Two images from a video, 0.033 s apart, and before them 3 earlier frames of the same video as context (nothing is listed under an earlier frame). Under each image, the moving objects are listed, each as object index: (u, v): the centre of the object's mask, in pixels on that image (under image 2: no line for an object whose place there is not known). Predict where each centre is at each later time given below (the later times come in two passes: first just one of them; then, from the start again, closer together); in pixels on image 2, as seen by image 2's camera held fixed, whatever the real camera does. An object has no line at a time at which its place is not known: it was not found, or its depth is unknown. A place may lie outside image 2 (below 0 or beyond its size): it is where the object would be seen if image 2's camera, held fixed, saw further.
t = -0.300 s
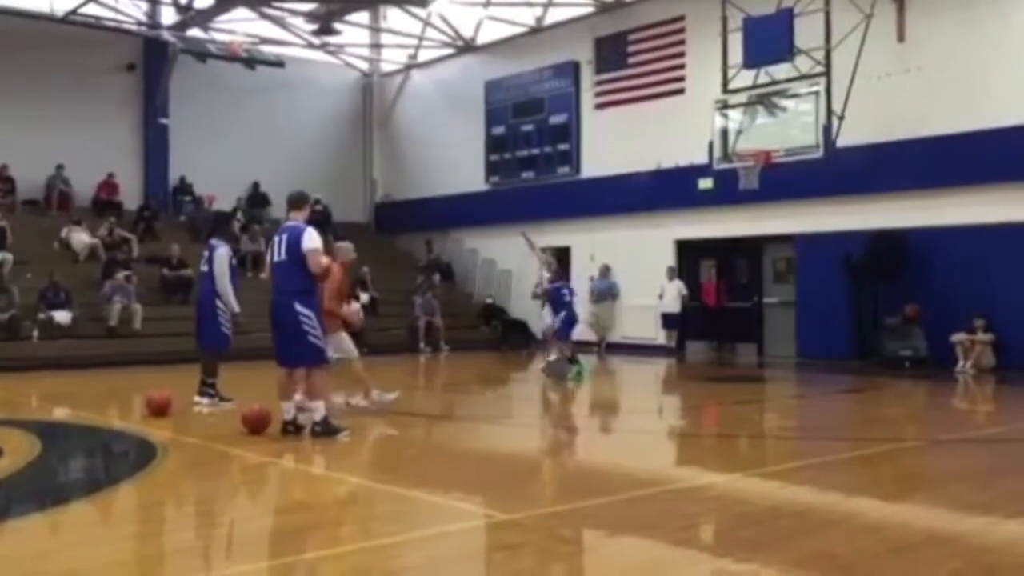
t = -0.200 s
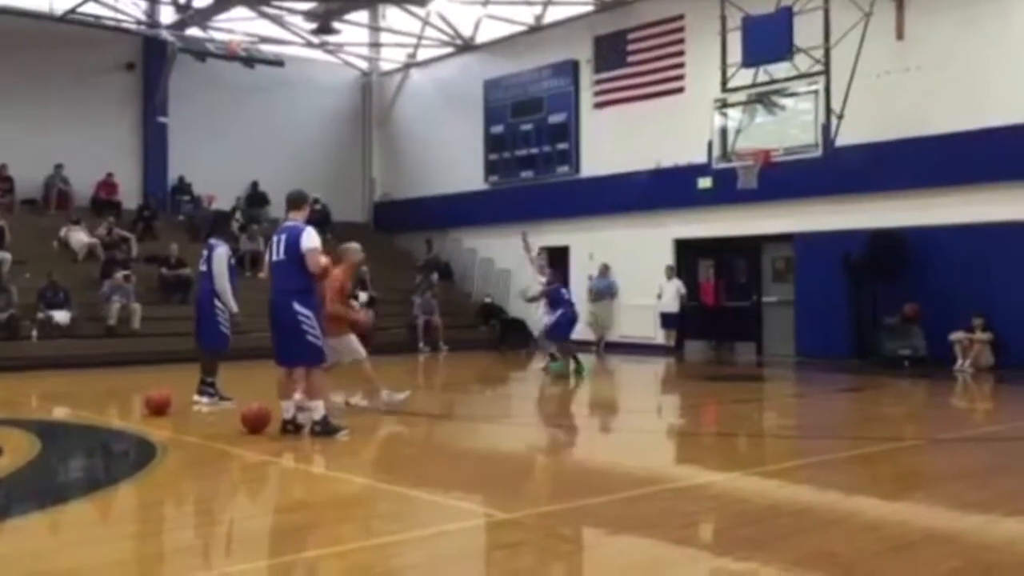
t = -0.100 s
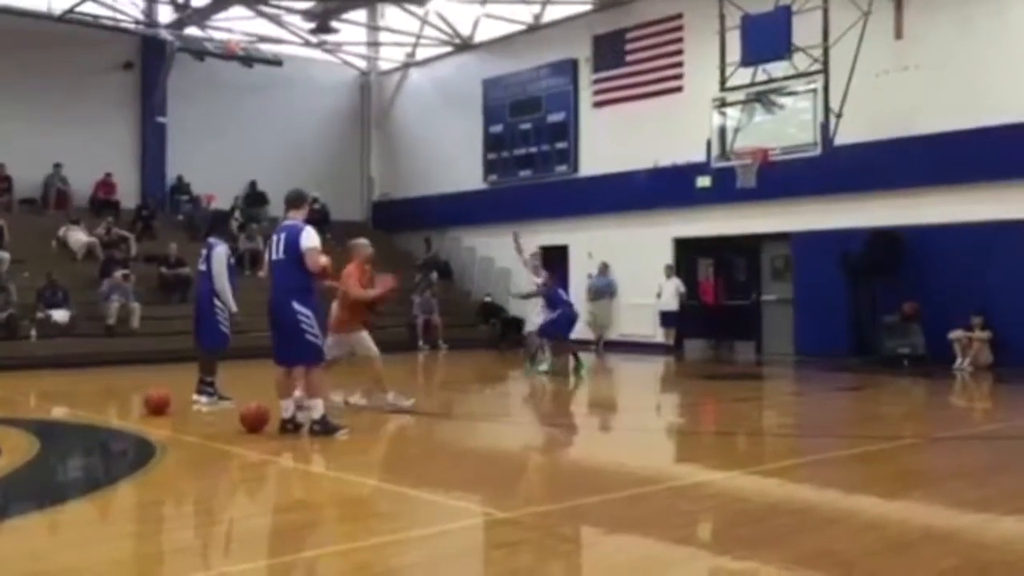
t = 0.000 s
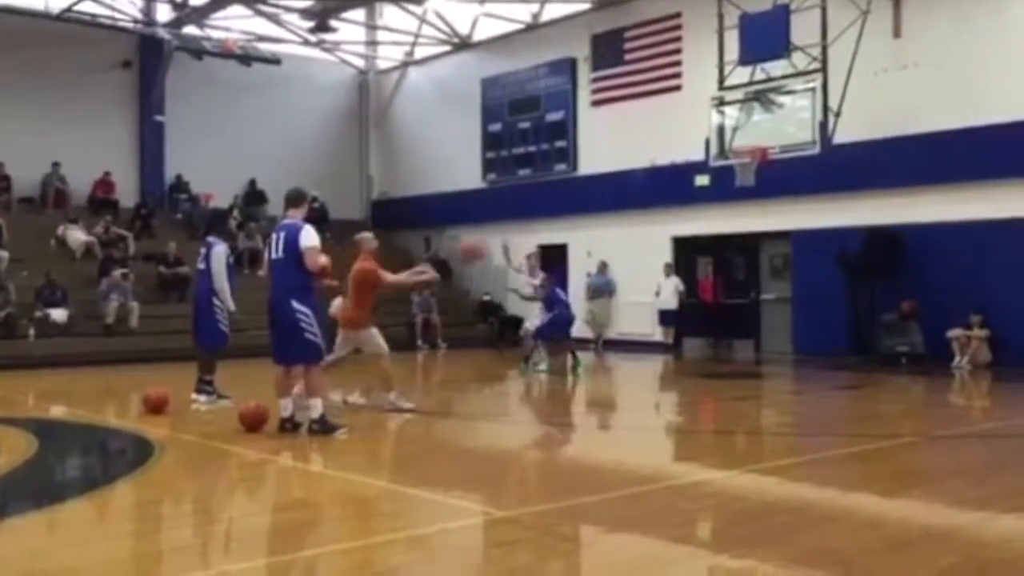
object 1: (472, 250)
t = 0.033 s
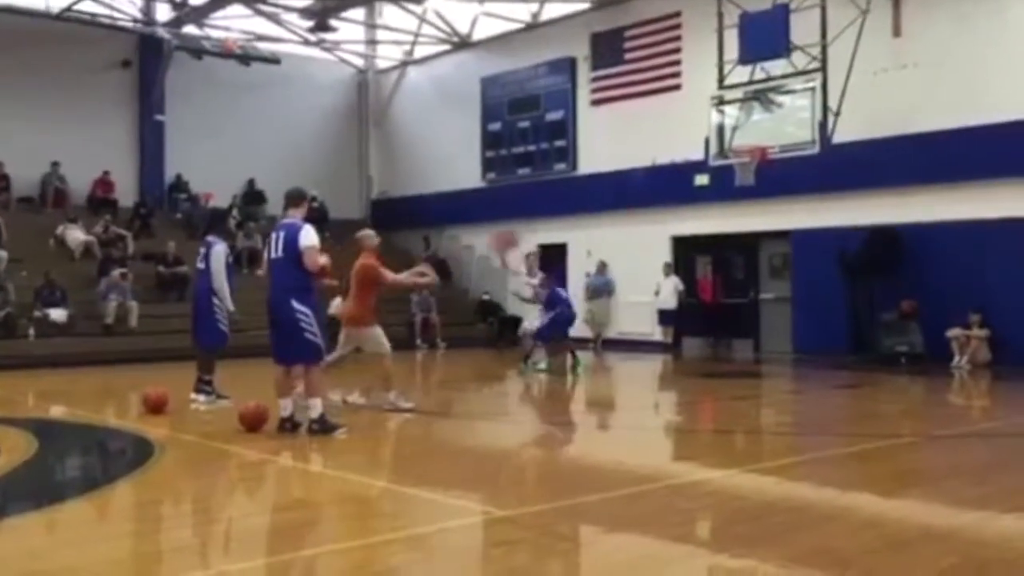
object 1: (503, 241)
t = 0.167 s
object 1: (647, 196)
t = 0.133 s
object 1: (612, 204)
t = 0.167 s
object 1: (647, 196)
